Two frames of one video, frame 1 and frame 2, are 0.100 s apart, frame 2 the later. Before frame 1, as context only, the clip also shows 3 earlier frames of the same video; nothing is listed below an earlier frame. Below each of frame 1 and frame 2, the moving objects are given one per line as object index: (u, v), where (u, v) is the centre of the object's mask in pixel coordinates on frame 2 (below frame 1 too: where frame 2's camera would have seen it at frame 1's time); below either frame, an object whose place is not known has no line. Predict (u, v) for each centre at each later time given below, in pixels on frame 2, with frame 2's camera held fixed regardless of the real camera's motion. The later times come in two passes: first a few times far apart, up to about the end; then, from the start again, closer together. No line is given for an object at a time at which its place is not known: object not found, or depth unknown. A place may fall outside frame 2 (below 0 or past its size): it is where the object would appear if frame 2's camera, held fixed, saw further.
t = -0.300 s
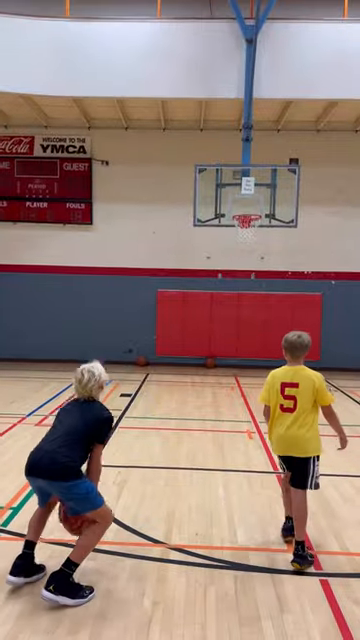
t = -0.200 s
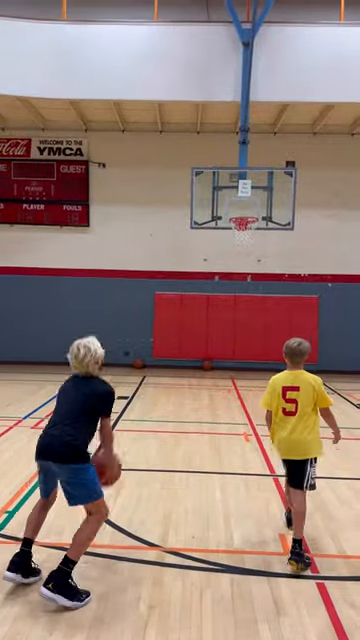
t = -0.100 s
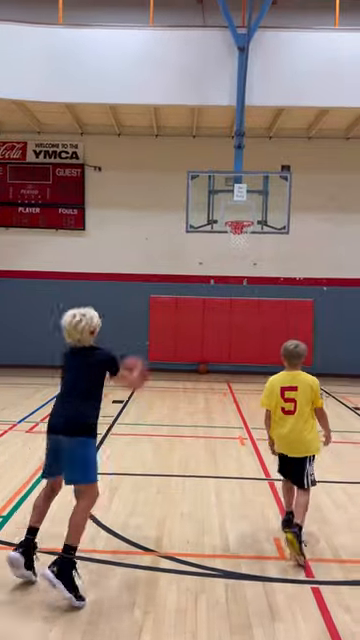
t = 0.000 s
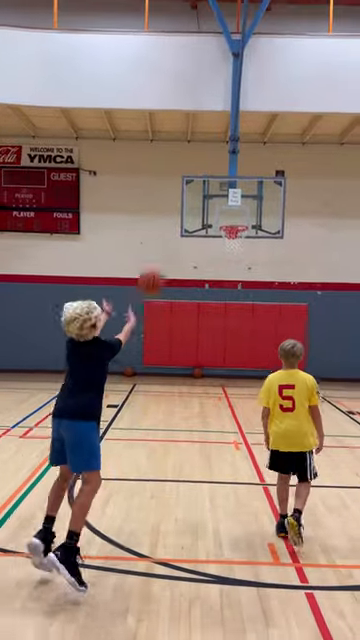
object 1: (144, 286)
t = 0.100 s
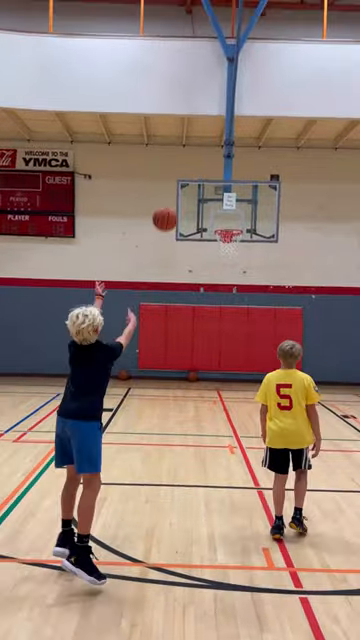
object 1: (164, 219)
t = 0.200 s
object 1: (179, 173)
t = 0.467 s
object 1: (209, 120)
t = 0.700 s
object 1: (224, 128)
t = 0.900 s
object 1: (236, 161)
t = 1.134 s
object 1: (243, 221)
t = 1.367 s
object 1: (265, 247)
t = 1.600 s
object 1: (292, 295)
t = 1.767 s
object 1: (311, 351)
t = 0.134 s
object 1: (170, 202)
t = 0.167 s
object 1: (175, 186)
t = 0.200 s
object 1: (179, 173)
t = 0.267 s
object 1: (188, 151)
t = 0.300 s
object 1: (192, 143)
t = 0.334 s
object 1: (195, 135)
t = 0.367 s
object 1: (199, 130)
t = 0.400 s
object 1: (202, 126)
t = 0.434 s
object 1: (206, 121)
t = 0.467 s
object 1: (209, 120)
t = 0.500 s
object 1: (211, 118)
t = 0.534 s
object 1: (213, 119)
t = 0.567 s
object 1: (215, 119)
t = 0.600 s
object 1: (217, 121)
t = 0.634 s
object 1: (220, 122)
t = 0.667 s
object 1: (223, 125)
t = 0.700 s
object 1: (224, 128)
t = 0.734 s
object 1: (227, 133)
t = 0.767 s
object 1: (229, 137)
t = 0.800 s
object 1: (231, 142)
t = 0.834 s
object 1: (232, 148)
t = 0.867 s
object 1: (234, 154)
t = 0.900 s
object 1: (236, 161)
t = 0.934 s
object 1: (237, 169)
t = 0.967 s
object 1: (238, 177)
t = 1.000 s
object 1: (240, 185)
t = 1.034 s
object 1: (241, 193)
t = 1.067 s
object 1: (242, 201)
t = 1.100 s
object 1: (242, 210)
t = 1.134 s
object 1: (243, 221)
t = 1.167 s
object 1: (244, 226)
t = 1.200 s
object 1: (246, 231)
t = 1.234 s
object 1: (249, 233)
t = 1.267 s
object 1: (253, 235)
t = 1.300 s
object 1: (257, 238)
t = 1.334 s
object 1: (261, 242)
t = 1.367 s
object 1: (265, 247)
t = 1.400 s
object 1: (269, 251)
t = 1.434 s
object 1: (273, 257)
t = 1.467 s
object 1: (276, 263)
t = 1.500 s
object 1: (280, 271)
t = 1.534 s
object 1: (284, 279)
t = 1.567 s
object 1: (289, 287)
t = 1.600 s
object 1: (292, 295)
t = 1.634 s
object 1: (295, 302)
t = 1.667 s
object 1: (299, 314)
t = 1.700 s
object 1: (304, 325)
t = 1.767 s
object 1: (311, 351)
